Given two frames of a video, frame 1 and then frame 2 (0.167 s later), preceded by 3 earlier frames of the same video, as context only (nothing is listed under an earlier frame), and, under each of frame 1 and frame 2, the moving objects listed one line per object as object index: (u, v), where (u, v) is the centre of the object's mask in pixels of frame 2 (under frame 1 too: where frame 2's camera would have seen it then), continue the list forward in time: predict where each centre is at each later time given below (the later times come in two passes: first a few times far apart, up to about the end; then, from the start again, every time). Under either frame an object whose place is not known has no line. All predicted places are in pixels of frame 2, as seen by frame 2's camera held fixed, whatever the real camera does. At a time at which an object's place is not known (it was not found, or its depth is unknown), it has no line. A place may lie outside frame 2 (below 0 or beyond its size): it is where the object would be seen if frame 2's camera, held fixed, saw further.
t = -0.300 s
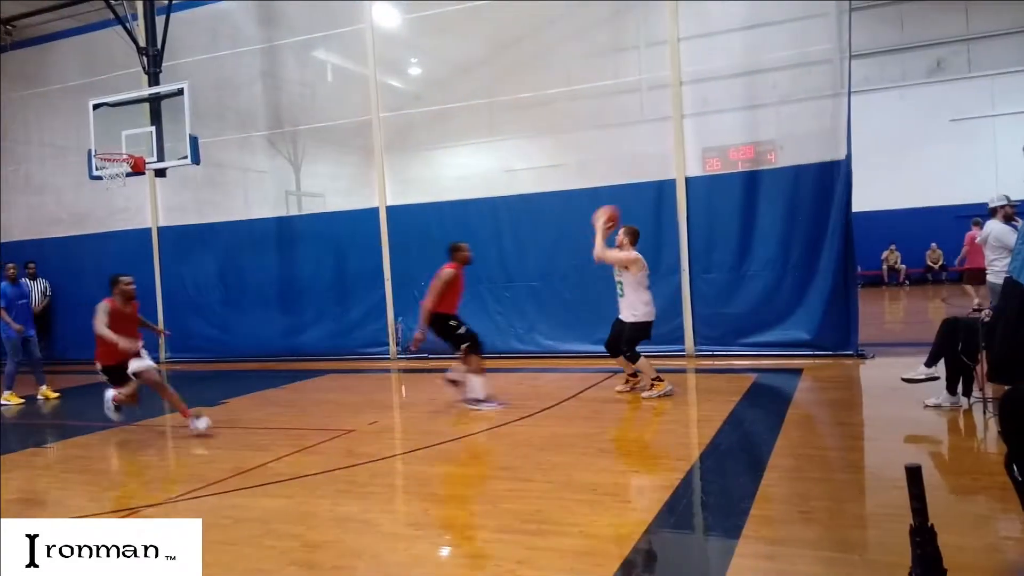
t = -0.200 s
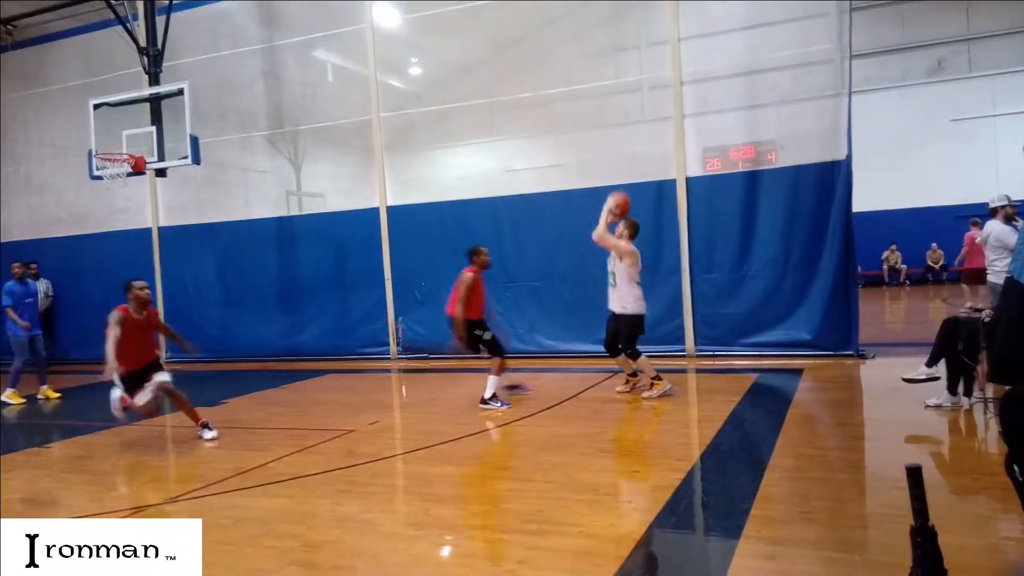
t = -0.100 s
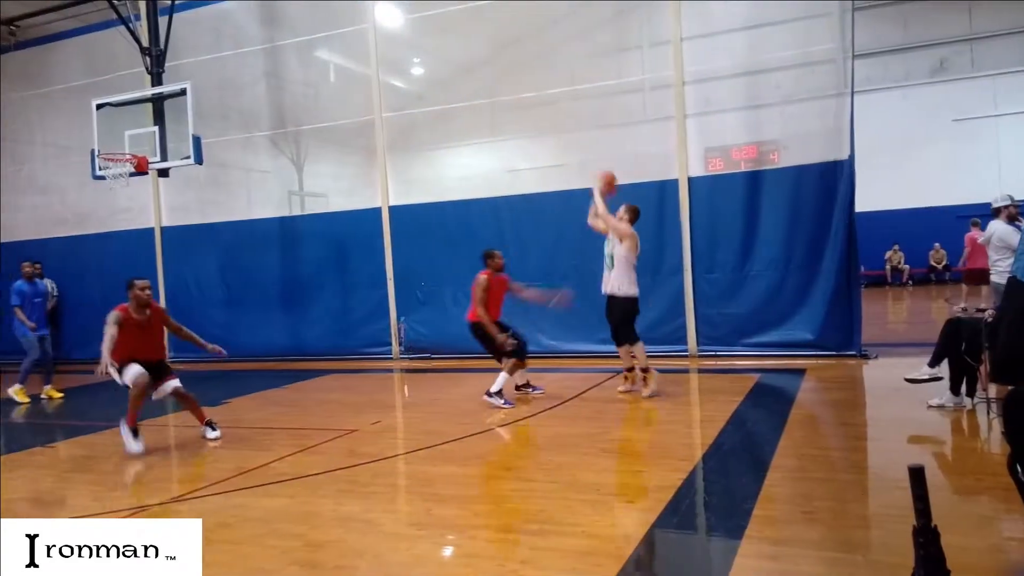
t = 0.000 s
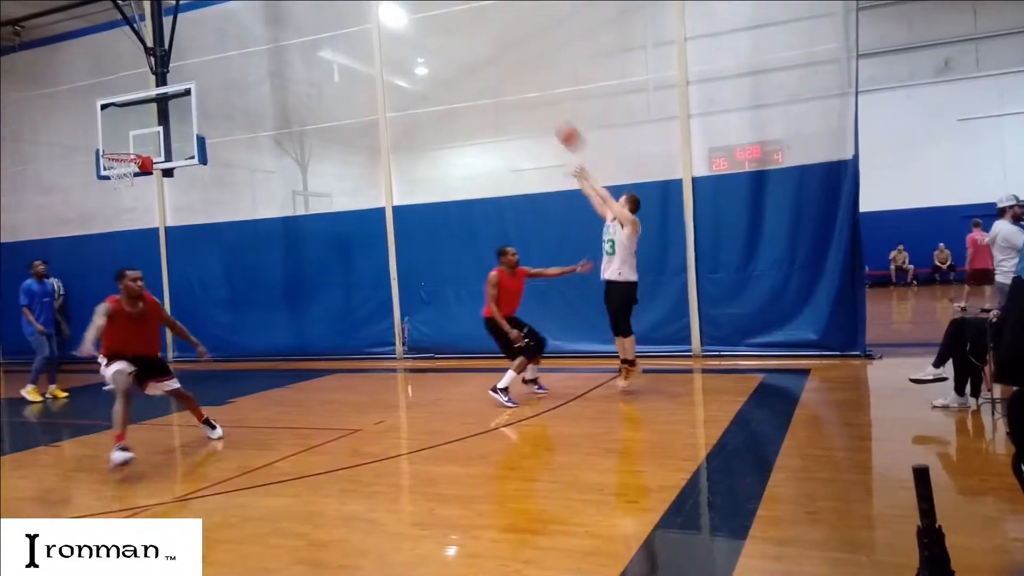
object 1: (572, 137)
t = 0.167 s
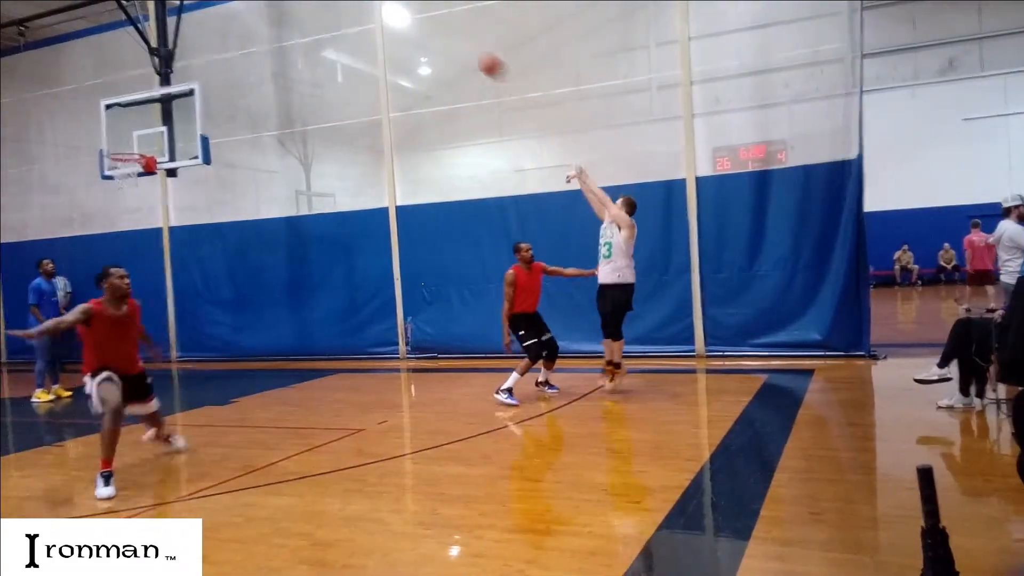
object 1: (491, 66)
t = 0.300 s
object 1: (432, 31)
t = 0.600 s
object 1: (315, 10)
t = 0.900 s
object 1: (219, 62)
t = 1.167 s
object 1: (151, 147)
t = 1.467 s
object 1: (113, 103)
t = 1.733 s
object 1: (76, 119)
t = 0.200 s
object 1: (476, 56)
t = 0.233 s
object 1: (461, 46)
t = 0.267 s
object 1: (446, 38)
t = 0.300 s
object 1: (432, 31)
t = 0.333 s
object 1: (419, 25)
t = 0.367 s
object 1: (405, 20)
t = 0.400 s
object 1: (391, 16)
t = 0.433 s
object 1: (376, 12)
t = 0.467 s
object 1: (363, 9)
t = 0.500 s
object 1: (351, 9)
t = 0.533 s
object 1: (338, 9)
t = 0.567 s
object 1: (327, 9)
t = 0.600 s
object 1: (315, 10)
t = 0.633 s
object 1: (304, 13)
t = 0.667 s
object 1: (292, 16)
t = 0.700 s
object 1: (281, 20)
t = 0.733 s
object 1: (271, 26)
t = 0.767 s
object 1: (259, 32)
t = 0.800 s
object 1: (249, 37)
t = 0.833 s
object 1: (238, 44)
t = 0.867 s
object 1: (228, 53)
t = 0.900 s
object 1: (219, 62)
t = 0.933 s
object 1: (208, 71)
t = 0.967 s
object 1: (201, 80)
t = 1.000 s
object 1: (188, 93)
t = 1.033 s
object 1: (181, 102)
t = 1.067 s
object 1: (171, 113)
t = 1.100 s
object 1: (164, 126)
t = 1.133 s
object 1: (153, 141)
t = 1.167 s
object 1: (151, 147)
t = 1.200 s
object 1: (151, 140)
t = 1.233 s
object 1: (146, 133)
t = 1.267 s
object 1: (141, 127)
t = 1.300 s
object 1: (137, 120)
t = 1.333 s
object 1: (132, 115)
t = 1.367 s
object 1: (127, 111)
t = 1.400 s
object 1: (123, 108)
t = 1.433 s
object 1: (118, 105)
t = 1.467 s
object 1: (113, 103)
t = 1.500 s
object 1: (108, 101)
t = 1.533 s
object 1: (104, 101)
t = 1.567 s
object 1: (99, 102)
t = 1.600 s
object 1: (95, 103)
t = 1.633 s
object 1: (90, 106)
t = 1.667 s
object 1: (85, 109)
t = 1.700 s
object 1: (81, 114)
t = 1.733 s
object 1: (76, 119)
